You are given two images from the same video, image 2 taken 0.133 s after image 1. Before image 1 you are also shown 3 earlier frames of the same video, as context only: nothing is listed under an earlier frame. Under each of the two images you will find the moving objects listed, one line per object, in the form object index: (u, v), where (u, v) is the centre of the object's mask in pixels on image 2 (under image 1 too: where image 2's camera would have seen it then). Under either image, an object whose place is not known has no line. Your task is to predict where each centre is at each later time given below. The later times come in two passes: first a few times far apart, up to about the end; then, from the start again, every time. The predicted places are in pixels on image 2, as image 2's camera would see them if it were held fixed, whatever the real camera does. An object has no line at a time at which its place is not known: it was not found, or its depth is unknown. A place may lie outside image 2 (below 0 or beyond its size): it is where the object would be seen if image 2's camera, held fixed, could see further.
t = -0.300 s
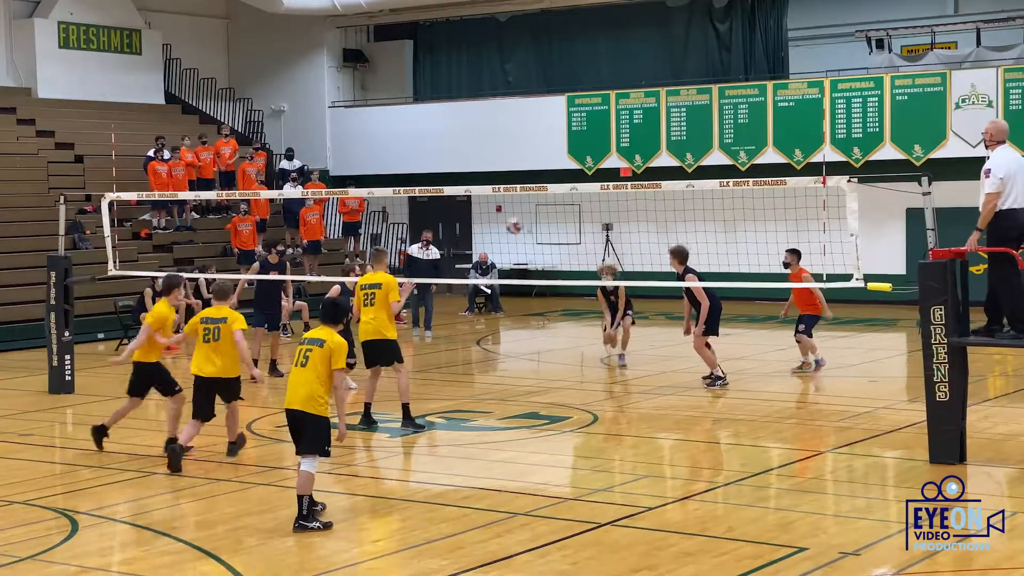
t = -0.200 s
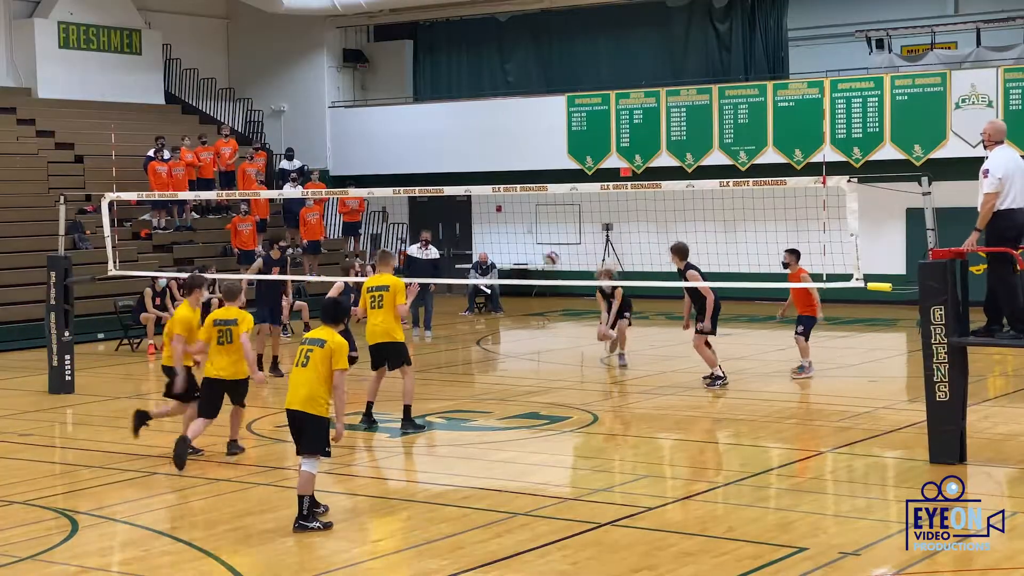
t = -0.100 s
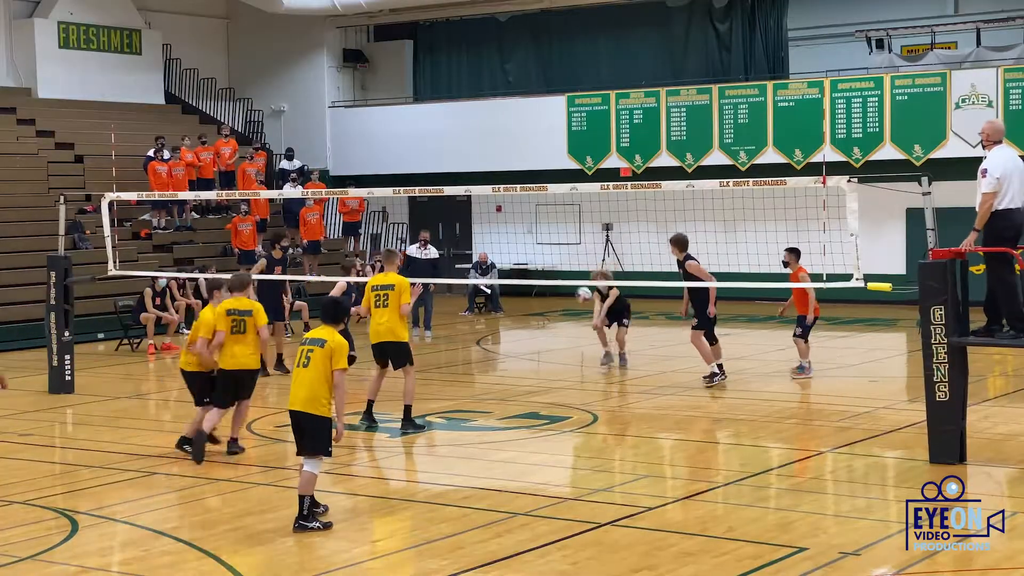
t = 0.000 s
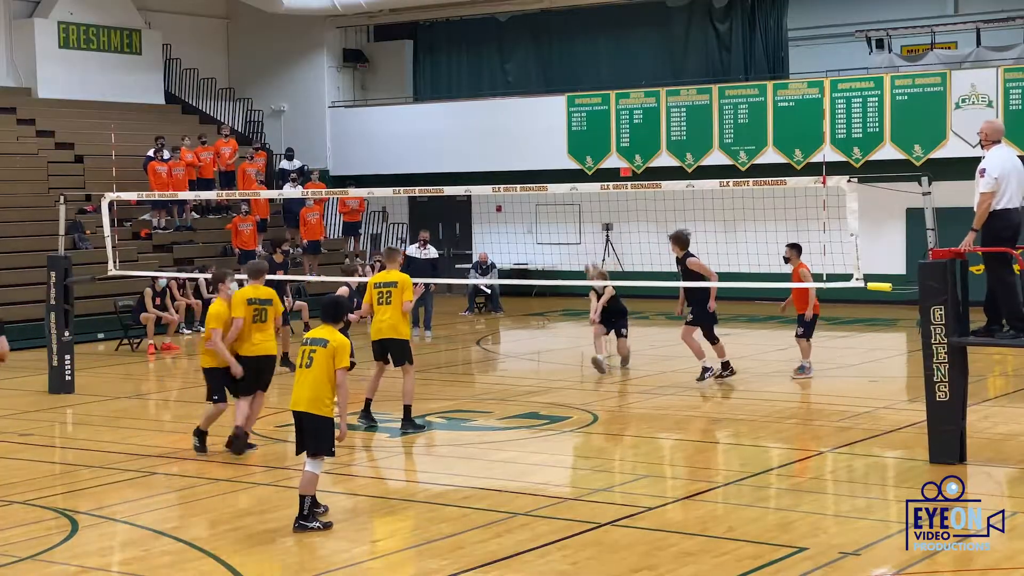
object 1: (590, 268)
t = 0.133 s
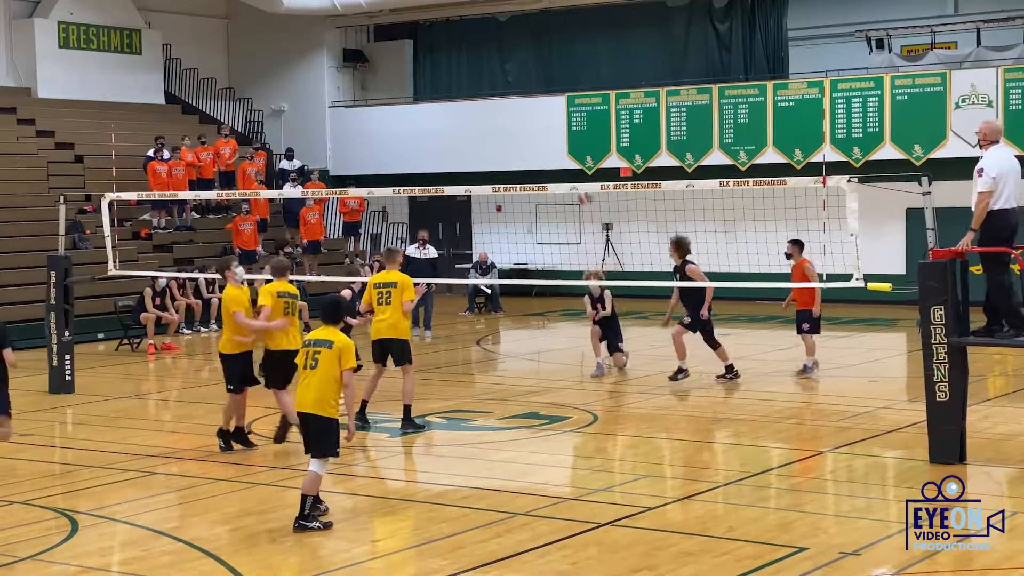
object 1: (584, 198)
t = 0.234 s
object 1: (580, 152)
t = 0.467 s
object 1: (573, 76)
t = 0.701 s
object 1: (566, 42)
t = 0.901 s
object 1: (560, 46)
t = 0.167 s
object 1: (584, 178)
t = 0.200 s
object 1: (583, 166)
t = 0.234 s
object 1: (580, 152)
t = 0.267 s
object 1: (580, 139)
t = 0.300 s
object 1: (579, 126)
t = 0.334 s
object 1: (578, 114)
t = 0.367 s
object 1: (576, 103)
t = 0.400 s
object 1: (575, 92)
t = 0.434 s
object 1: (574, 84)
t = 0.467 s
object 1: (573, 76)
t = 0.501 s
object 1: (572, 69)
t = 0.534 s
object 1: (570, 62)
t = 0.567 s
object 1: (570, 56)
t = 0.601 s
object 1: (569, 51)
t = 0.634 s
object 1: (568, 47)
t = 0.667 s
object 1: (567, 44)
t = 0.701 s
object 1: (566, 42)
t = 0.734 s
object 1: (565, 40)
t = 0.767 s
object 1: (564, 39)
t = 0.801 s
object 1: (563, 40)
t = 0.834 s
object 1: (562, 41)
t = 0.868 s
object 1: (561, 43)
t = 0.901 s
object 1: (560, 46)
